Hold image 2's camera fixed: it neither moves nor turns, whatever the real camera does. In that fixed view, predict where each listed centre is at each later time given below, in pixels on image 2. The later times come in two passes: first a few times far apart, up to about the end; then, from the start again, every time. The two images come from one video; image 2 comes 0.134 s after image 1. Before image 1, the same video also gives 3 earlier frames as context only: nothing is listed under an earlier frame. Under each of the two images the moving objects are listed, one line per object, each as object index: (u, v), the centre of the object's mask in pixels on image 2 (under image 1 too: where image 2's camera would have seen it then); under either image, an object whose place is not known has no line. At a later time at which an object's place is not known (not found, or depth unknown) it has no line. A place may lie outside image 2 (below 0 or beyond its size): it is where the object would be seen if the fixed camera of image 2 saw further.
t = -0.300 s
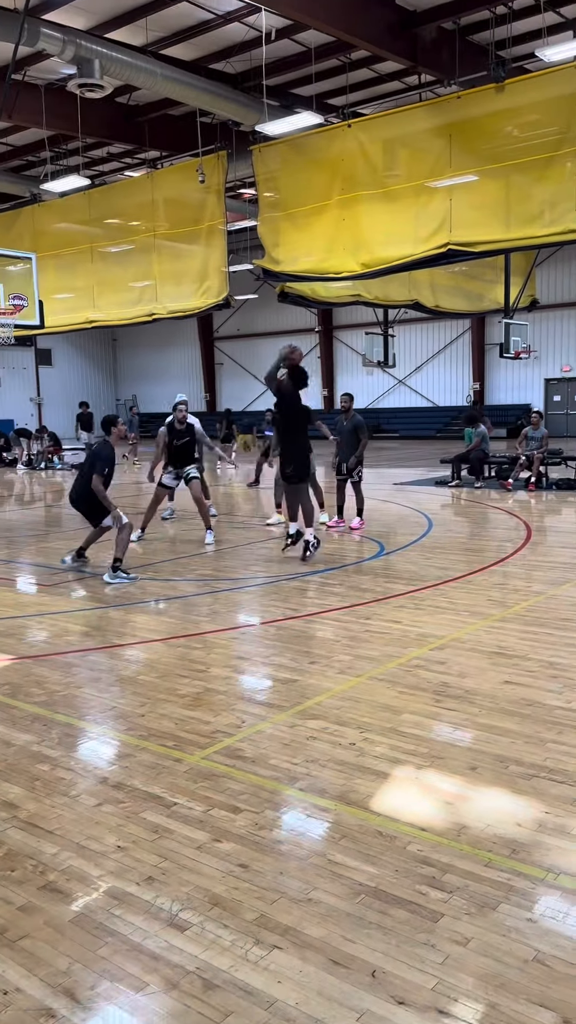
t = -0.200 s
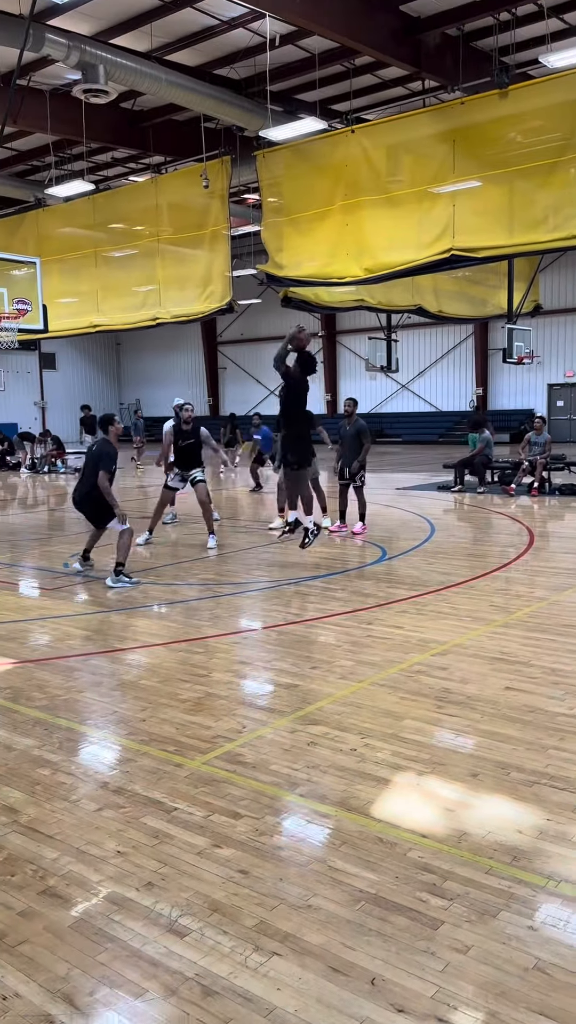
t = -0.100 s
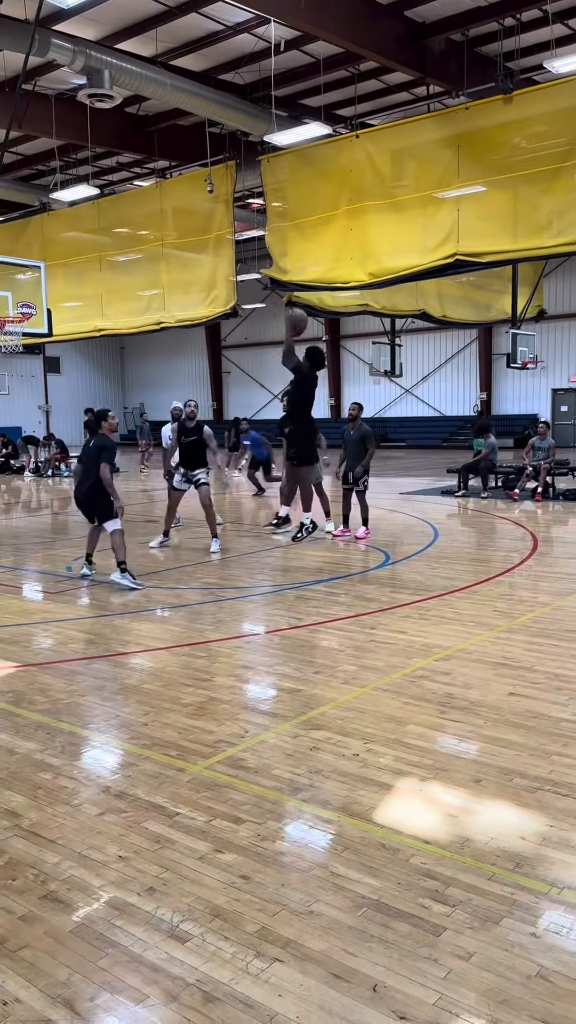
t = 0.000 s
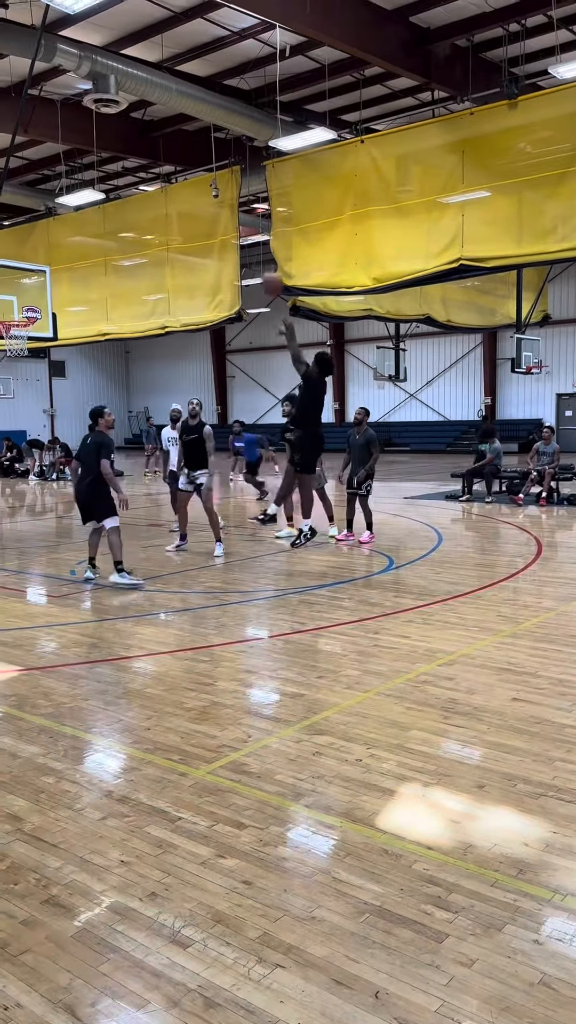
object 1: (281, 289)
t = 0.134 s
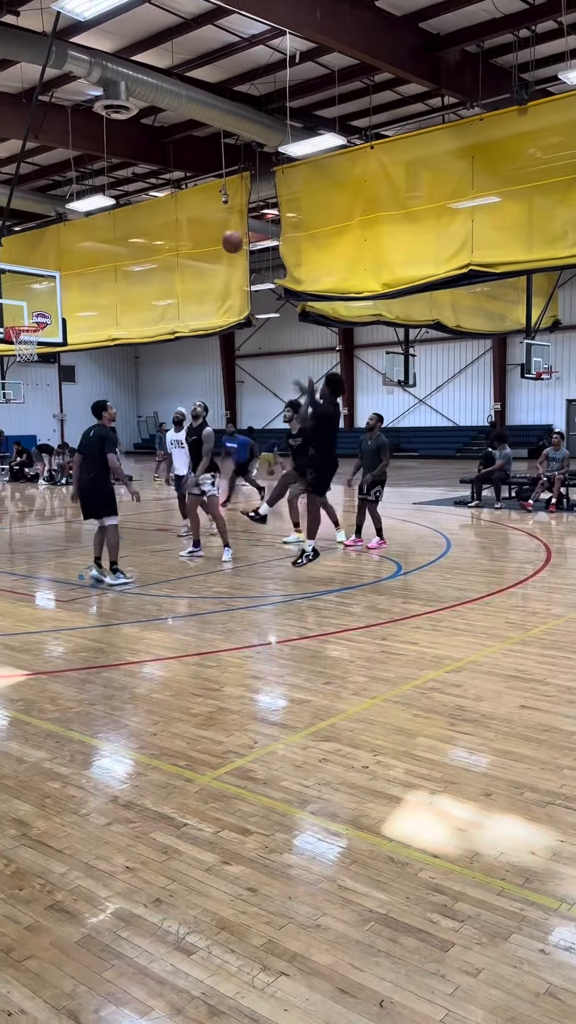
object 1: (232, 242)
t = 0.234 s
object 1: (199, 220)
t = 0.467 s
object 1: (134, 206)
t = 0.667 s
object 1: (88, 230)
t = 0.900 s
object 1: (41, 289)
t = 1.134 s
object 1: (18, 320)
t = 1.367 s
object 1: (21, 311)
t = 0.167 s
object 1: (221, 233)
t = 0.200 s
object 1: (210, 226)
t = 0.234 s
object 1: (199, 220)
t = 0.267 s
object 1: (189, 215)
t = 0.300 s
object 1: (178, 211)
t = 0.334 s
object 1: (168, 208)
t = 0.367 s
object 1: (159, 207)
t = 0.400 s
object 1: (151, 206)
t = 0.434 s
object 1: (142, 206)
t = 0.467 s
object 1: (134, 206)
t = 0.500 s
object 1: (126, 208)
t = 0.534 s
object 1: (118, 212)
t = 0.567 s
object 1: (110, 215)
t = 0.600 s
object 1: (103, 219)
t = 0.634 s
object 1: (95, 224)
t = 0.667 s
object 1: (88, 230)
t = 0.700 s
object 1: (81, 237)
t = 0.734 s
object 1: (74, 244)
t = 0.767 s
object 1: (67, 252)
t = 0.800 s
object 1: (60, 261)
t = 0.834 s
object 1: (54, 270)
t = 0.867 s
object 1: (48, 280)
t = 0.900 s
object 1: (41, 289)
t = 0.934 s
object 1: (35, 301)
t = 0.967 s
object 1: (28, 312)
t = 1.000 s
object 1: (23, 323)
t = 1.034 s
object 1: (29, 324)
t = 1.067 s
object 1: (35, 324)
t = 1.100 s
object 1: (27, 322)
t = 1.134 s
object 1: (18, 320)
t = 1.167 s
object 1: (14, 318)
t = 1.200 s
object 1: (11, 315)
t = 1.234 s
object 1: (13, 313)
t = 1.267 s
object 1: (15, 311)
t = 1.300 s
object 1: (17, 310)
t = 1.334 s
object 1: (18, 310)
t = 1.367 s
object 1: (21, 311)
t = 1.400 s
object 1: (23, 312)
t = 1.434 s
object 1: (25, 314)
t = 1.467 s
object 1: (27, 317)
